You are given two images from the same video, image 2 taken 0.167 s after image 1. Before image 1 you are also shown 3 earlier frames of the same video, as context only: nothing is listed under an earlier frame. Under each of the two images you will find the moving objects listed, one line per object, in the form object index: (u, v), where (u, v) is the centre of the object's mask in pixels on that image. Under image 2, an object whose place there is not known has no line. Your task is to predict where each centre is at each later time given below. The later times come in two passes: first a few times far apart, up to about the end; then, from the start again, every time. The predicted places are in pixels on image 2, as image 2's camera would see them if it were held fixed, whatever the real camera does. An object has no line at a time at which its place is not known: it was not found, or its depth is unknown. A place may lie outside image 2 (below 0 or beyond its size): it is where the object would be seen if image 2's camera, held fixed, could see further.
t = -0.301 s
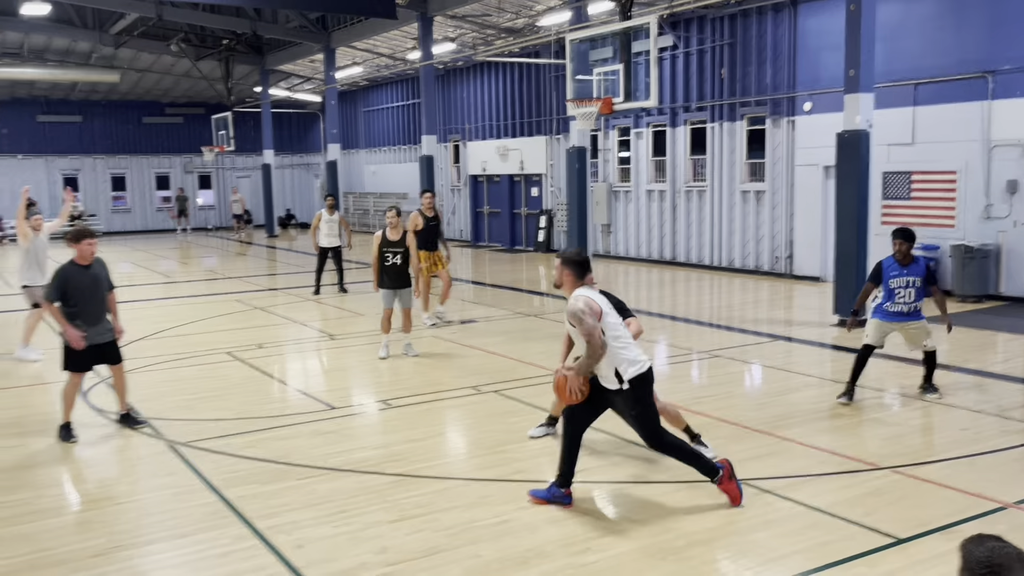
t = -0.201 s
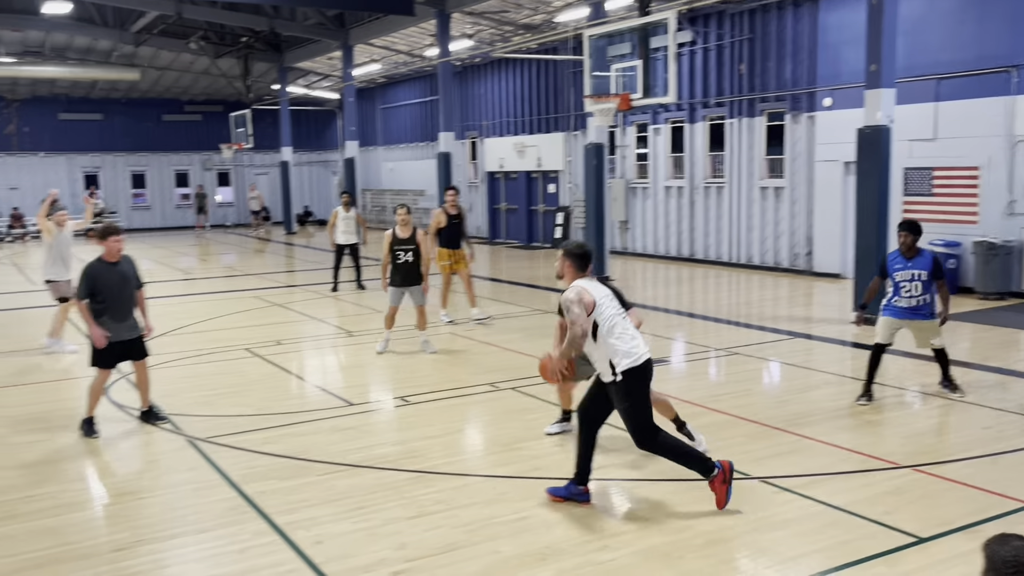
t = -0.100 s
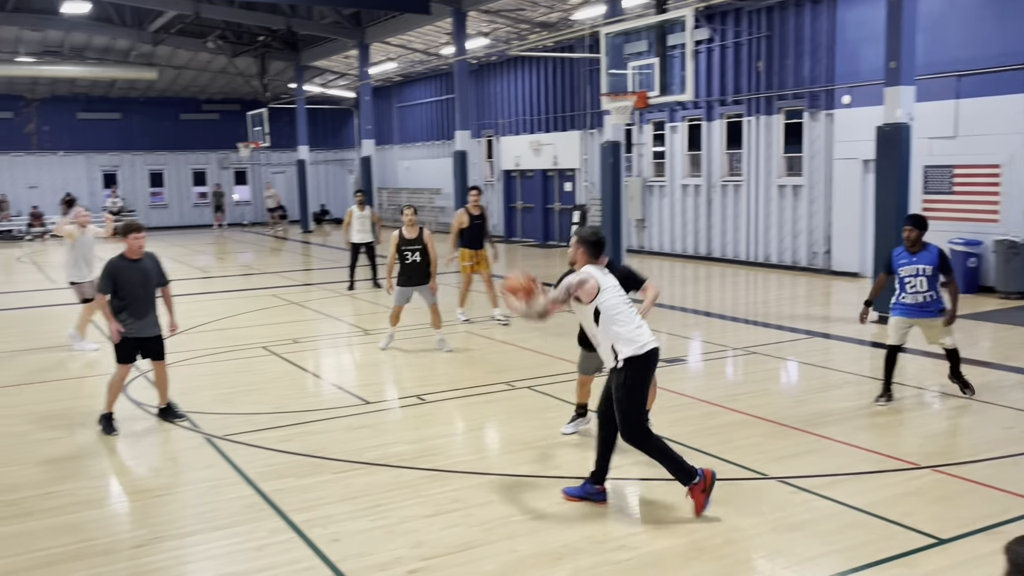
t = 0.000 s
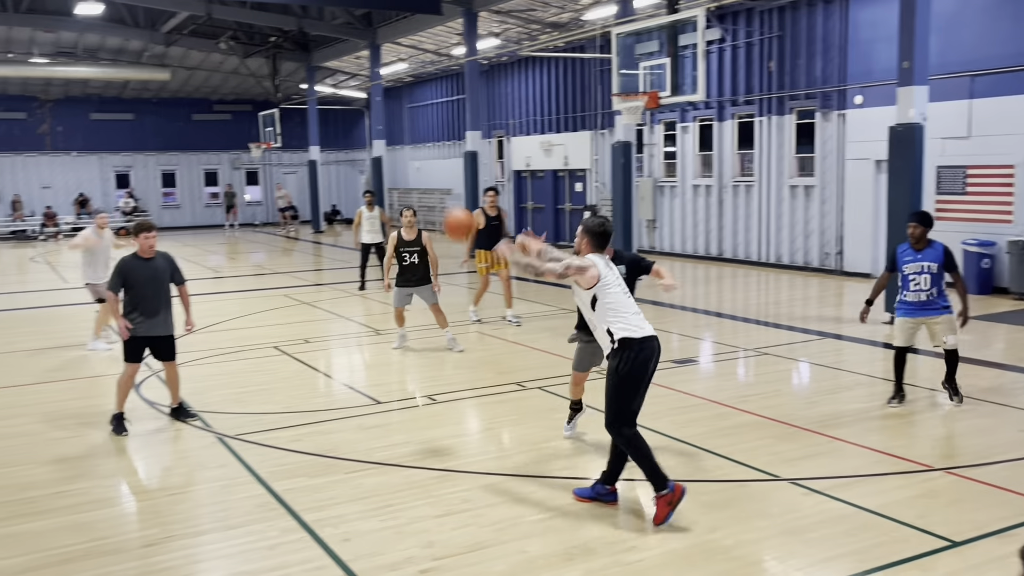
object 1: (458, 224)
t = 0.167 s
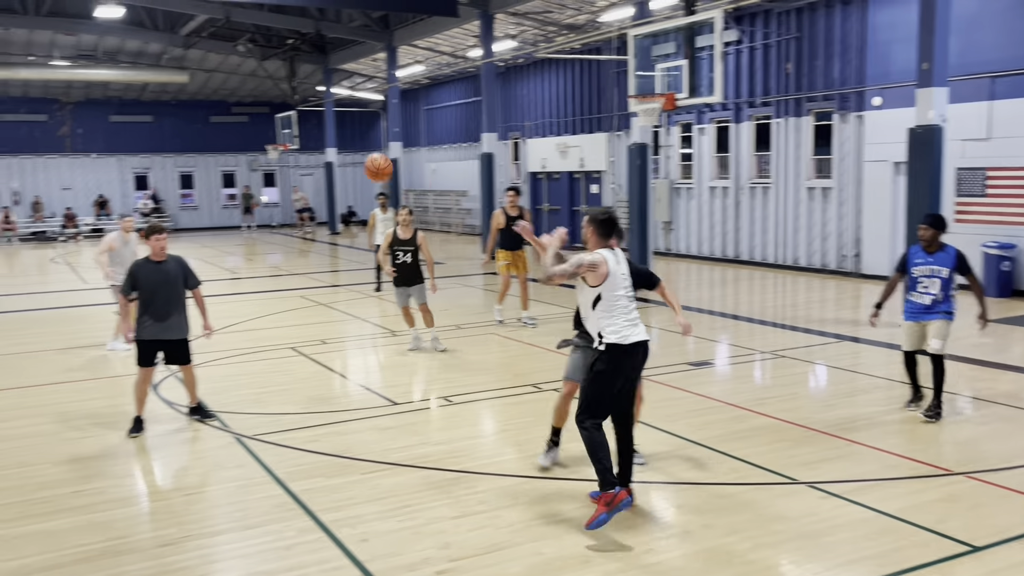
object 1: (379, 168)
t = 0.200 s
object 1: (363, 161)
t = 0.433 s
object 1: (274, 155)
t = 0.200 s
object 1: (363, 161)
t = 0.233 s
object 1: (347, 157)
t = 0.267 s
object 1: (333, 154)
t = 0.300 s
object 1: (320, 152)
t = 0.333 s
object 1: (308, 151)
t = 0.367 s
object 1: (296, 151)
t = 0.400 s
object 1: (285, 152)
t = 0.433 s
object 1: (274, 155)
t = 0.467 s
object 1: (264, 157)
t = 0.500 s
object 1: (254, 161)
